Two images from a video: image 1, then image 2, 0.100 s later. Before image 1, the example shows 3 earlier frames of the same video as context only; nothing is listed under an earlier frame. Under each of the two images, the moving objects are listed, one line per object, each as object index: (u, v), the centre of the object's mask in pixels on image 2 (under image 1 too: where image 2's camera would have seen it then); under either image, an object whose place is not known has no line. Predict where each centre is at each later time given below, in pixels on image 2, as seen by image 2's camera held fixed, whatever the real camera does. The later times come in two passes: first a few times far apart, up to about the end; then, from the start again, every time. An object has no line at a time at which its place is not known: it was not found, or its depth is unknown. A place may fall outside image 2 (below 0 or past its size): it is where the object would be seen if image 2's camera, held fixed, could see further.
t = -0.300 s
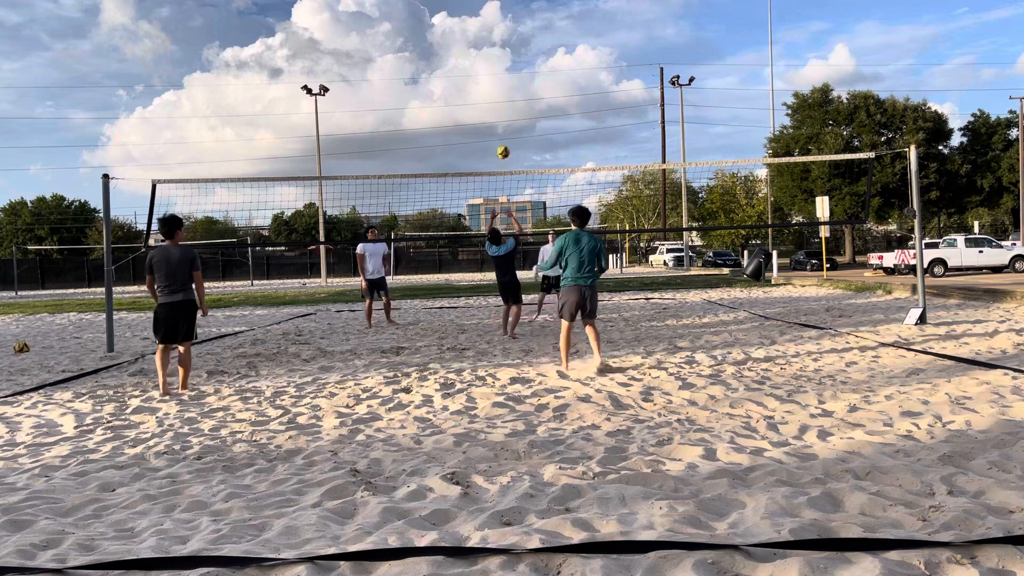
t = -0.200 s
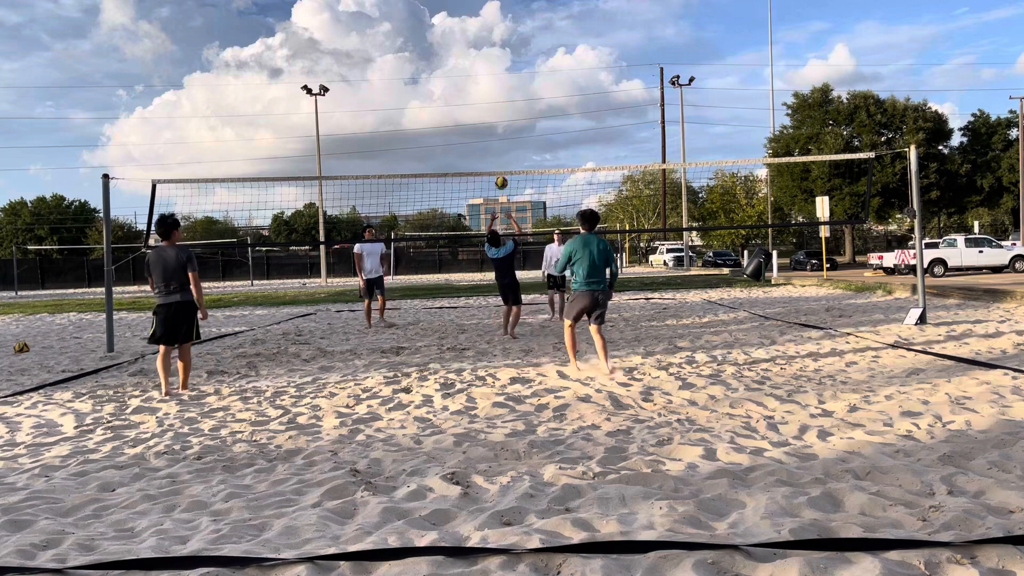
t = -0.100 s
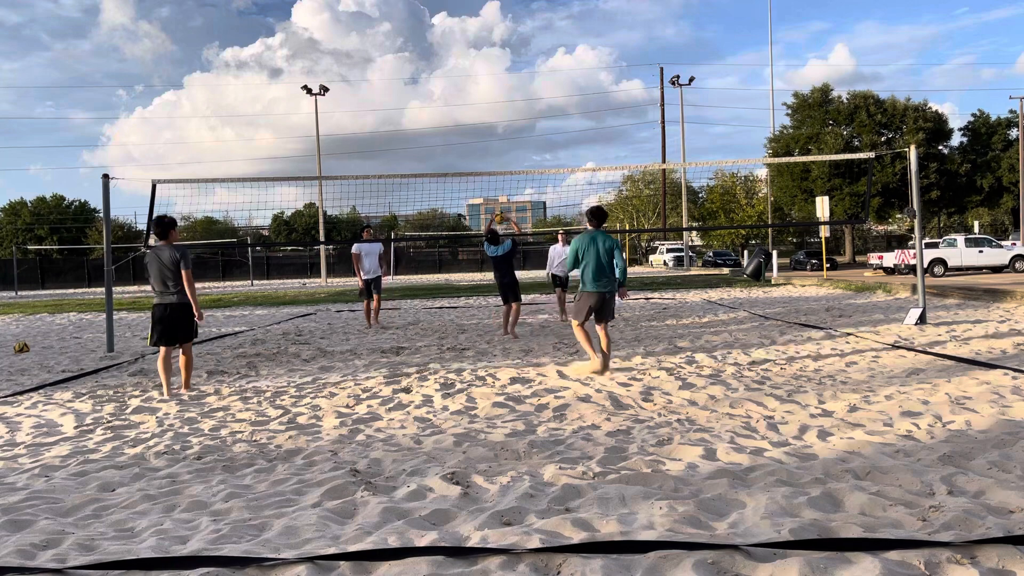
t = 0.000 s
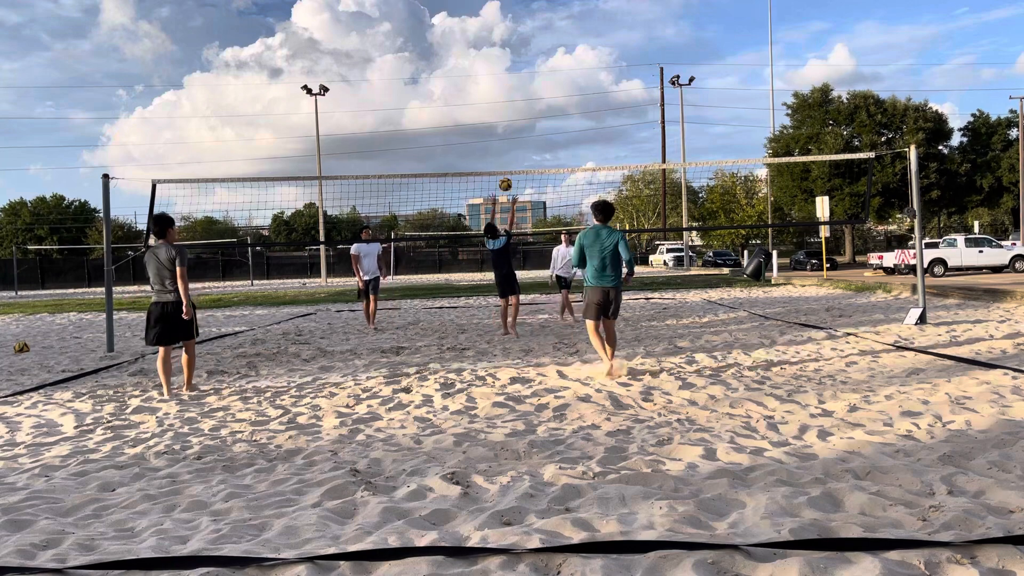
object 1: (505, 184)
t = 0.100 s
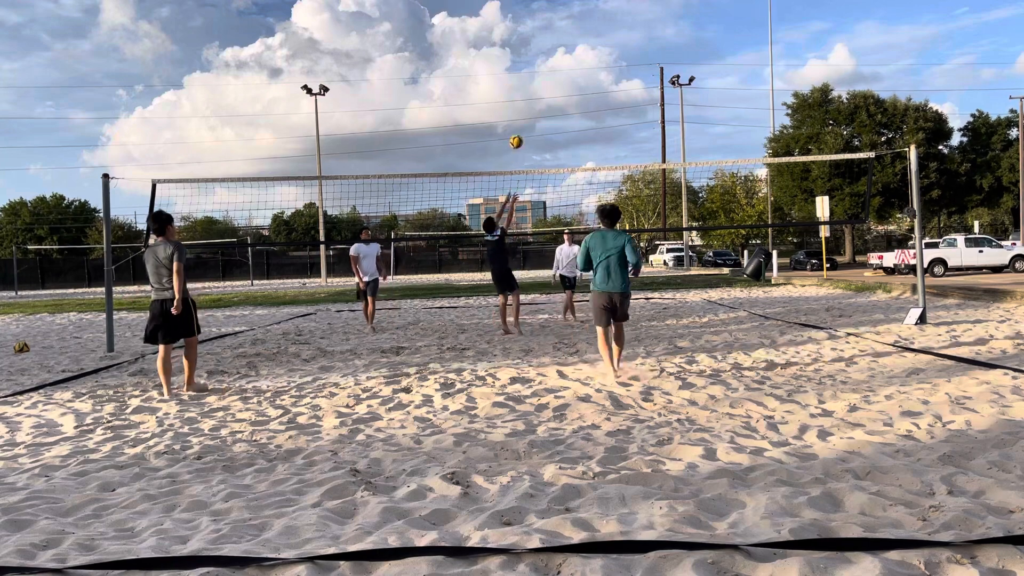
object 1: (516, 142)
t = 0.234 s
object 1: (530, 95)
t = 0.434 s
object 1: (551, 47)
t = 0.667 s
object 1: (575, 25)
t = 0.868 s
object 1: (595, 33)
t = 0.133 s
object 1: (519, 129)
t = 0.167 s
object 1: (523, 117)
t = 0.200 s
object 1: (527, 106)
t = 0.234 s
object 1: (530, 95)
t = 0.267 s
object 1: (534, 85)
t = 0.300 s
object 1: (537, 76)
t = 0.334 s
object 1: (541, 68)
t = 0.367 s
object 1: (544, 60)
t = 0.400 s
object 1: (548, 53)
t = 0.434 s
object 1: (551, 47)
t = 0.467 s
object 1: (555, 42)
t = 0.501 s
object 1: (558, 37)
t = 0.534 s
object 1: (561, 33)
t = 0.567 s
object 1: (565, 30)
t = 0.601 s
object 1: (568, 28)
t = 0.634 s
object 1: (571, 26)
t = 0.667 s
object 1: (575, 25)
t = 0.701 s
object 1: (578, 24)
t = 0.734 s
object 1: (582, 25)
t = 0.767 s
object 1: (585, 26)
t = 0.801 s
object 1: (589, 28)
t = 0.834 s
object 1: (592, 30)
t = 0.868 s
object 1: (595, 33)
